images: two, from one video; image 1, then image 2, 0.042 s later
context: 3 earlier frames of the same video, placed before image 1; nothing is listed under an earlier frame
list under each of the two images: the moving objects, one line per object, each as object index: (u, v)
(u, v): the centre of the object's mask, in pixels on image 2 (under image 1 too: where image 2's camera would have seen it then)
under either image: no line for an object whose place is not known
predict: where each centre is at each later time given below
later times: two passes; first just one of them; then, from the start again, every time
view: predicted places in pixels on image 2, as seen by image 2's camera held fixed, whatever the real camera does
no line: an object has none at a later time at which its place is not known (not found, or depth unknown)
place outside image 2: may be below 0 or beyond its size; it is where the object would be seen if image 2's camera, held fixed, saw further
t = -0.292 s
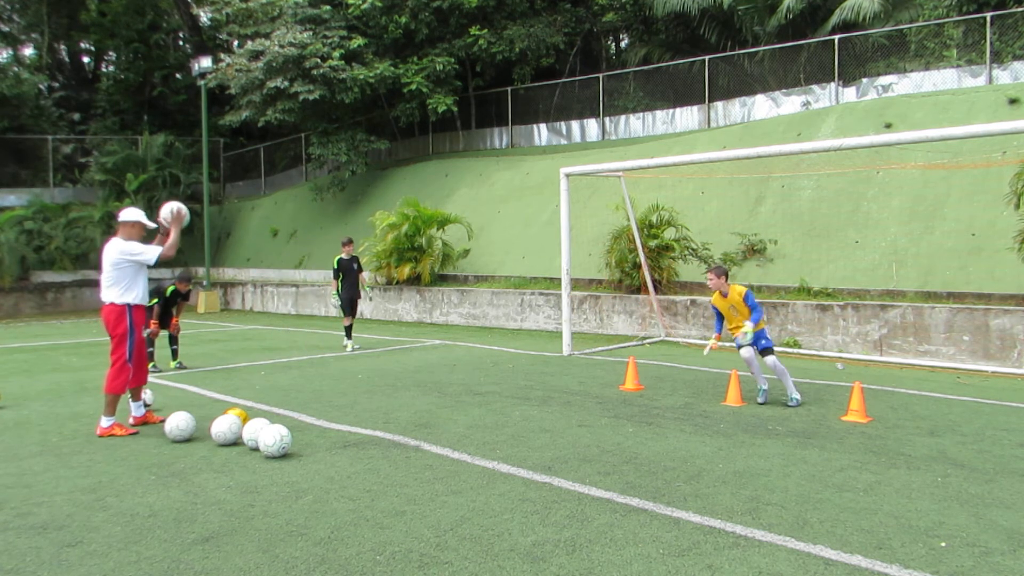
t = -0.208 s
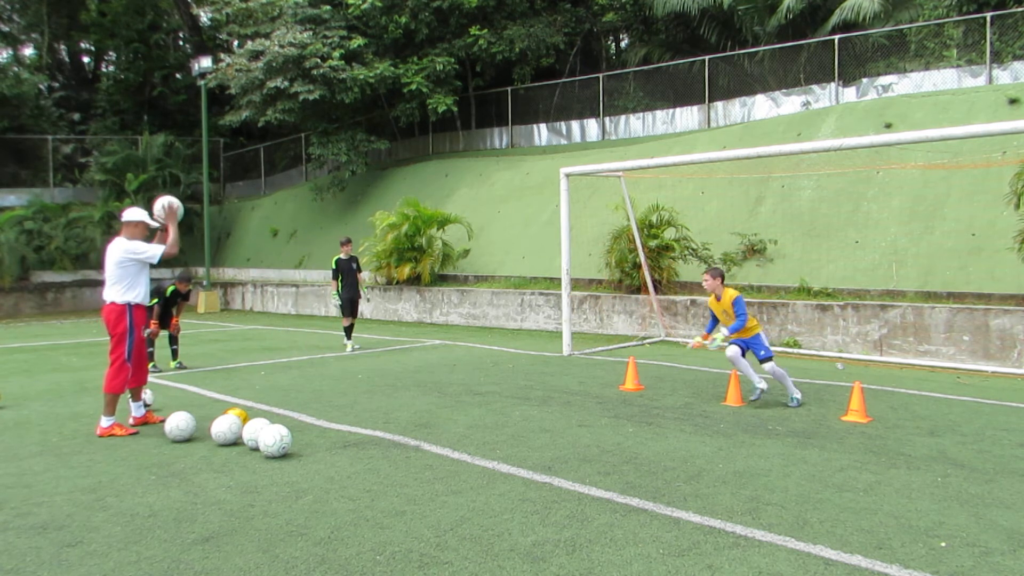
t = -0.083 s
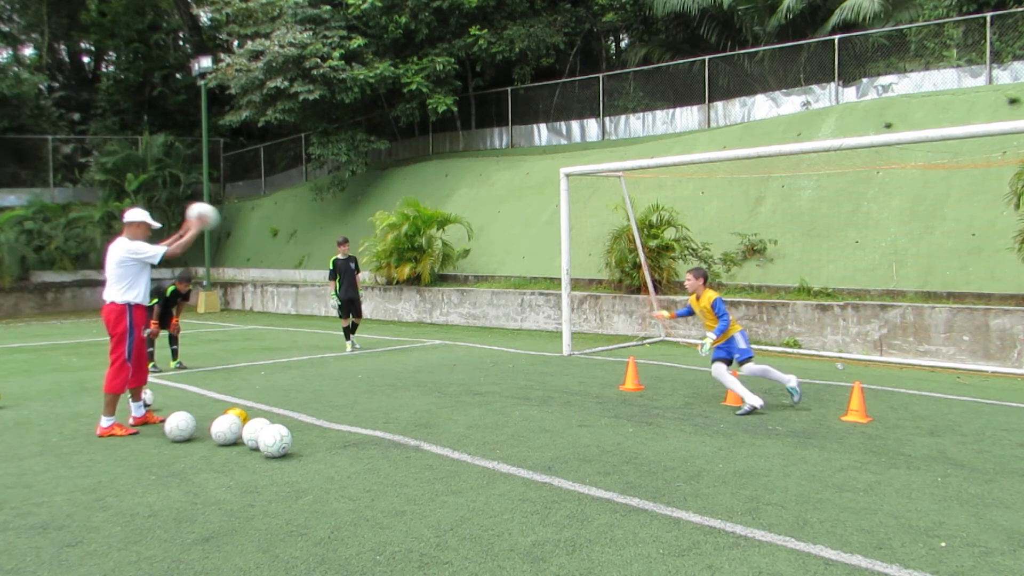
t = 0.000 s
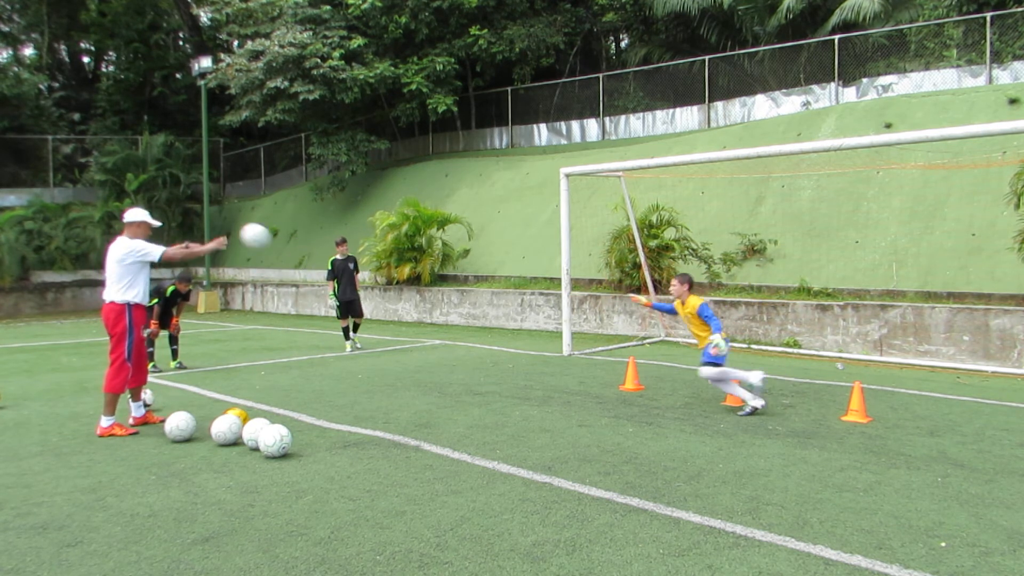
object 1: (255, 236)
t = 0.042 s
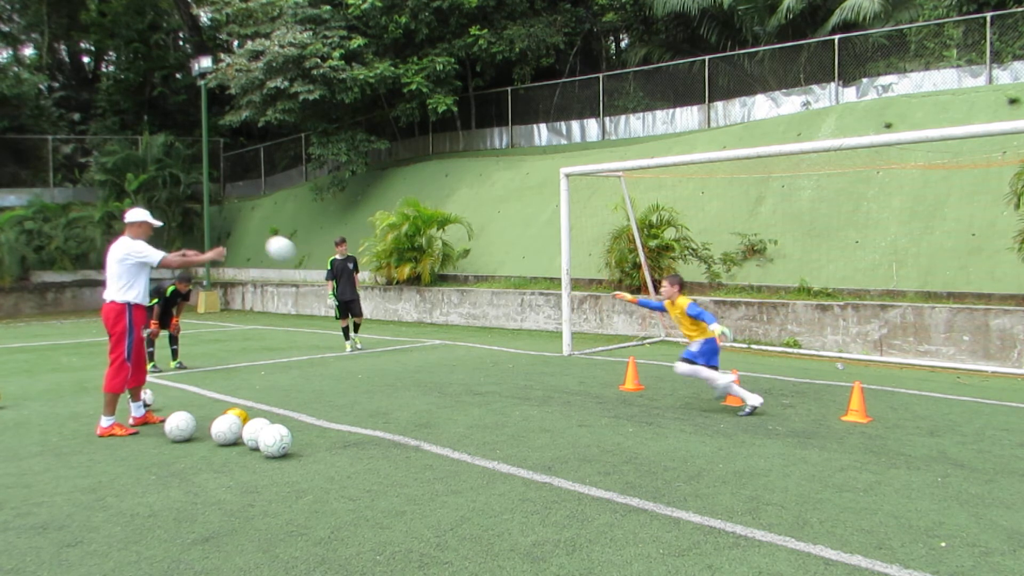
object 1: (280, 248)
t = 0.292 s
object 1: (408, 350)
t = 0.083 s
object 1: (303, 262)
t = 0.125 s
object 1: (328, 279)
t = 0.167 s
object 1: (348, 295)
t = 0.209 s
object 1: (368, 312)
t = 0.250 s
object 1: (389, 330)
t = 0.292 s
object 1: (408, 350)
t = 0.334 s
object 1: (426, 372)
